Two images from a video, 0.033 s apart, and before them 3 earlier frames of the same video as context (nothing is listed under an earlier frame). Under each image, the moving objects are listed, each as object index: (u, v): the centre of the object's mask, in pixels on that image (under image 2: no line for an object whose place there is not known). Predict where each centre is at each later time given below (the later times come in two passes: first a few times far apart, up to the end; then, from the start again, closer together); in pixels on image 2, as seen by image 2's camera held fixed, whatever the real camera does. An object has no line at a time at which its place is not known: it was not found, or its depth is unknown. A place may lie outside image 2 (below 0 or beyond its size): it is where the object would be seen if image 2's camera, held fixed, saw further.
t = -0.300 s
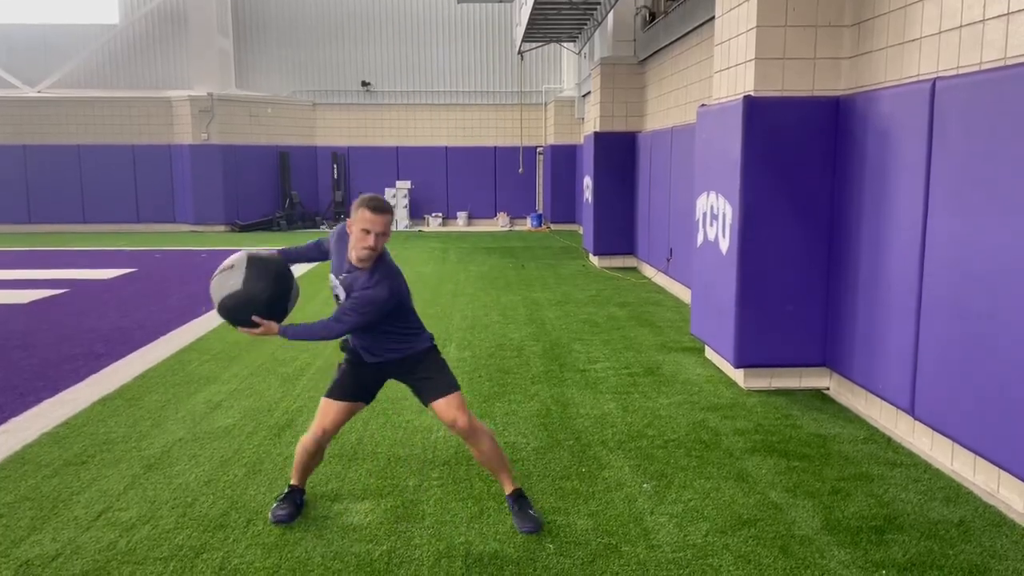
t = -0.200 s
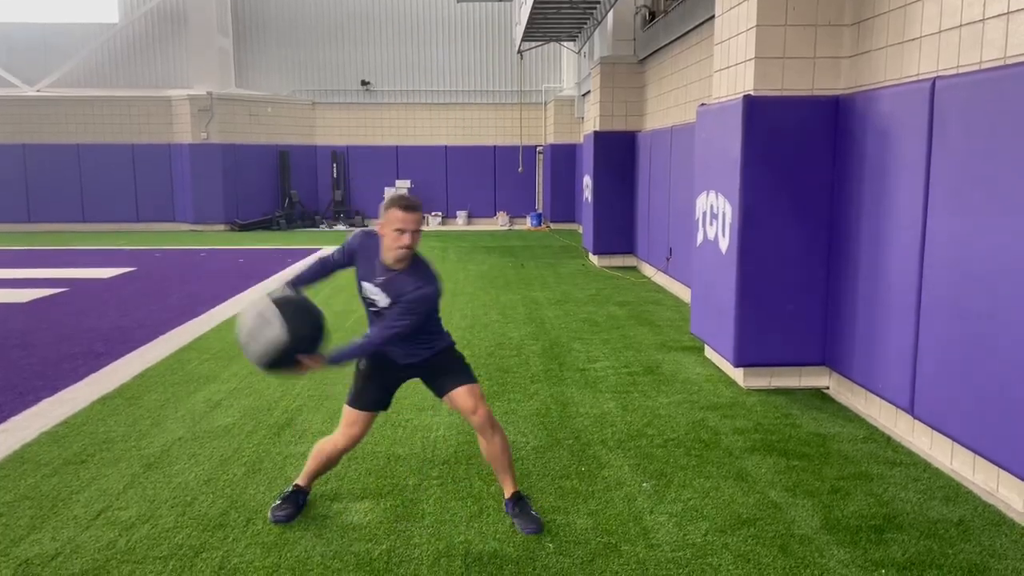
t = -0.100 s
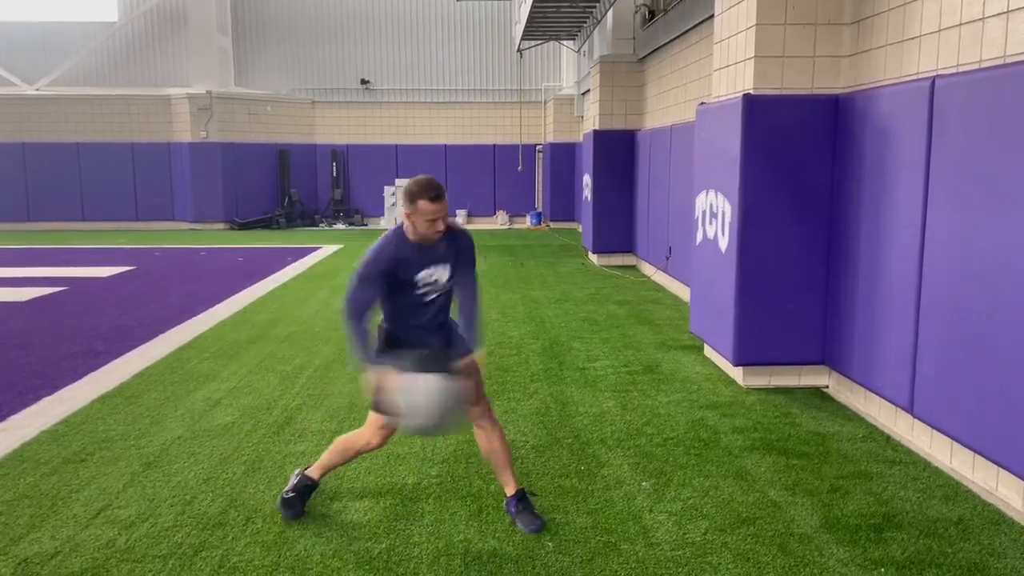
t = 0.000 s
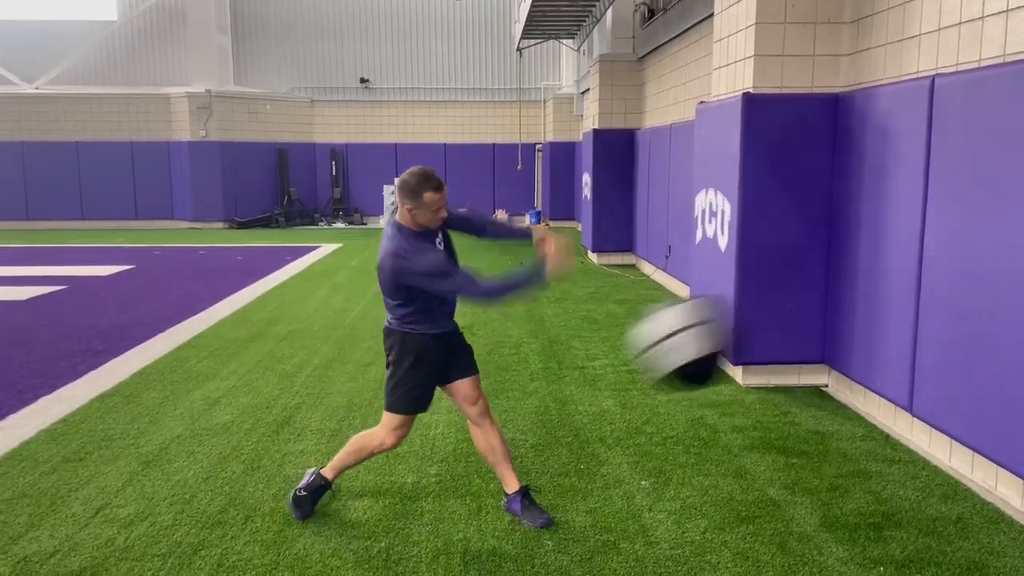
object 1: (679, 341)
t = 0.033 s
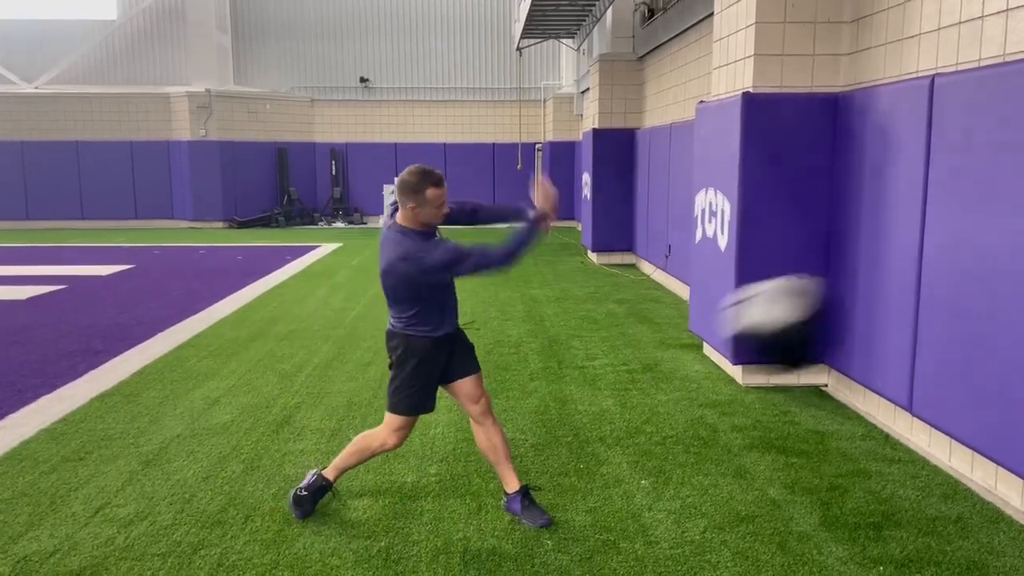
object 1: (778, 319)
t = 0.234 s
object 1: (997, 265)
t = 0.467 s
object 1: (761, 312)
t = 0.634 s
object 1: (587, 428)
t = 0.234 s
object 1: (997, 265)
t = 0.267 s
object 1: (977, 263)
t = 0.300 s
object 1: (942, 264)
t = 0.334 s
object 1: (905, 268)
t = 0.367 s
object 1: (867, 275)
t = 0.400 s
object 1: (830, 285)
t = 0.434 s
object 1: (796, 297)
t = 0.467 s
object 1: (761, 312)
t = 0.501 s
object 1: (726, 330)
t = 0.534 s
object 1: (688, 351)
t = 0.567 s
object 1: (655, 374)
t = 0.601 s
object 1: (622, 399)
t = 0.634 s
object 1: (587, 428)
